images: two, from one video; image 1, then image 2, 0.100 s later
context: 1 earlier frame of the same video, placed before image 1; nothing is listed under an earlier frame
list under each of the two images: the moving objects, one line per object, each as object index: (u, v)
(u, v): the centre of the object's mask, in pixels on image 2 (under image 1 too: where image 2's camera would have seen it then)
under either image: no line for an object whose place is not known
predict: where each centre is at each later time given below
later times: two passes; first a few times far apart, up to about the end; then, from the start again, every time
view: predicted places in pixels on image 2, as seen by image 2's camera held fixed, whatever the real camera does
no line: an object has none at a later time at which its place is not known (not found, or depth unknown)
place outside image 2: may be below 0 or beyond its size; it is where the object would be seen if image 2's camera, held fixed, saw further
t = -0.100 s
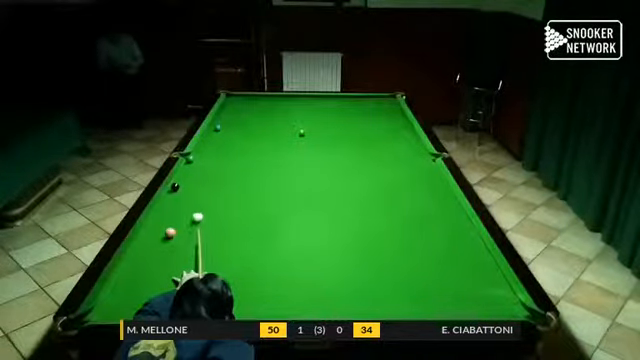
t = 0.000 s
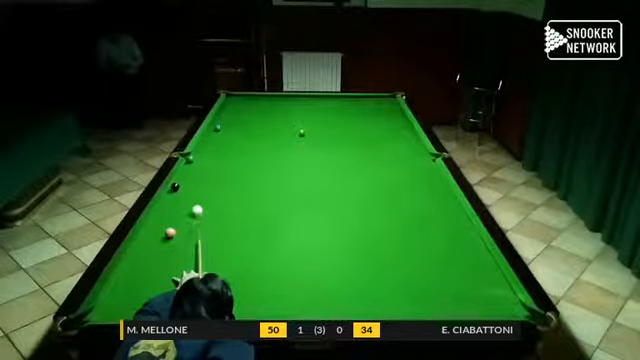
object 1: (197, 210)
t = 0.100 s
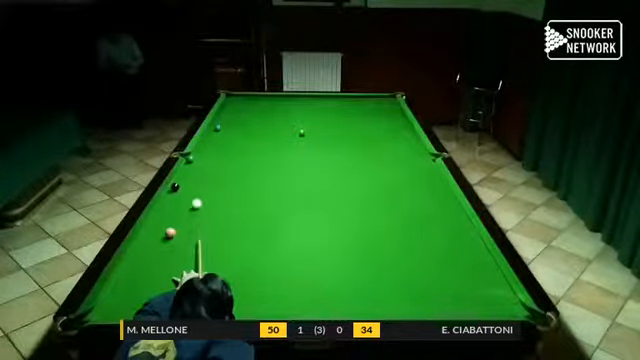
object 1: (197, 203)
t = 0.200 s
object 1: (196, 197)
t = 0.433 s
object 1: (195, 185)
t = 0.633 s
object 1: (194, 175)
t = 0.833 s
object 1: (193, 168)
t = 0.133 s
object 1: (196, 201)
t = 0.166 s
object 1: (196, 199)
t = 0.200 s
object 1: (196, 197)
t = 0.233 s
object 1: (196, 195)
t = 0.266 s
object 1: (195, 194)
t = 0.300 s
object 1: (195, 192)
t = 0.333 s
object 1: (195, 190)
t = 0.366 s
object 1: (195, 188)
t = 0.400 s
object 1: (195, 188)
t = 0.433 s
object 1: (195, 185)
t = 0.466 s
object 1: (195, 184)
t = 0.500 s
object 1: (195, 183)
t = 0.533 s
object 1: (194, 180)
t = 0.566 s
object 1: (194, 179)
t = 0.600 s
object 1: (194, 178)
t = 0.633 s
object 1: (194, 175)
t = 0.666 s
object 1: (194, 175)
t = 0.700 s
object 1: (194, 173)
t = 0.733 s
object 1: (194, 172)
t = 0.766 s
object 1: (194, 170)
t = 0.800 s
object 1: (194, 169)
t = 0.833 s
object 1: (193, 168)
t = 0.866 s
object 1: (194, 167)
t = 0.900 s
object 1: (193, 165)
